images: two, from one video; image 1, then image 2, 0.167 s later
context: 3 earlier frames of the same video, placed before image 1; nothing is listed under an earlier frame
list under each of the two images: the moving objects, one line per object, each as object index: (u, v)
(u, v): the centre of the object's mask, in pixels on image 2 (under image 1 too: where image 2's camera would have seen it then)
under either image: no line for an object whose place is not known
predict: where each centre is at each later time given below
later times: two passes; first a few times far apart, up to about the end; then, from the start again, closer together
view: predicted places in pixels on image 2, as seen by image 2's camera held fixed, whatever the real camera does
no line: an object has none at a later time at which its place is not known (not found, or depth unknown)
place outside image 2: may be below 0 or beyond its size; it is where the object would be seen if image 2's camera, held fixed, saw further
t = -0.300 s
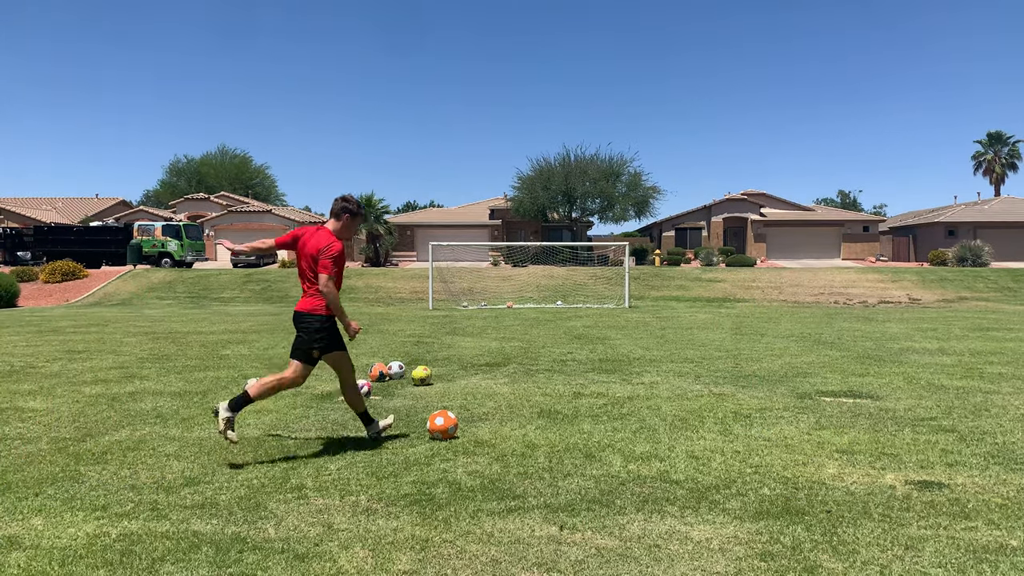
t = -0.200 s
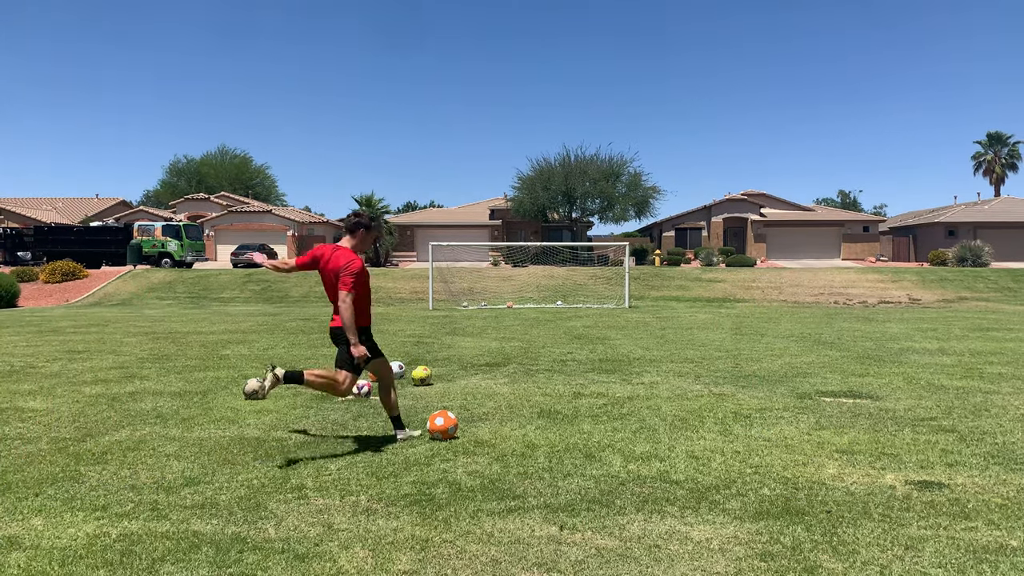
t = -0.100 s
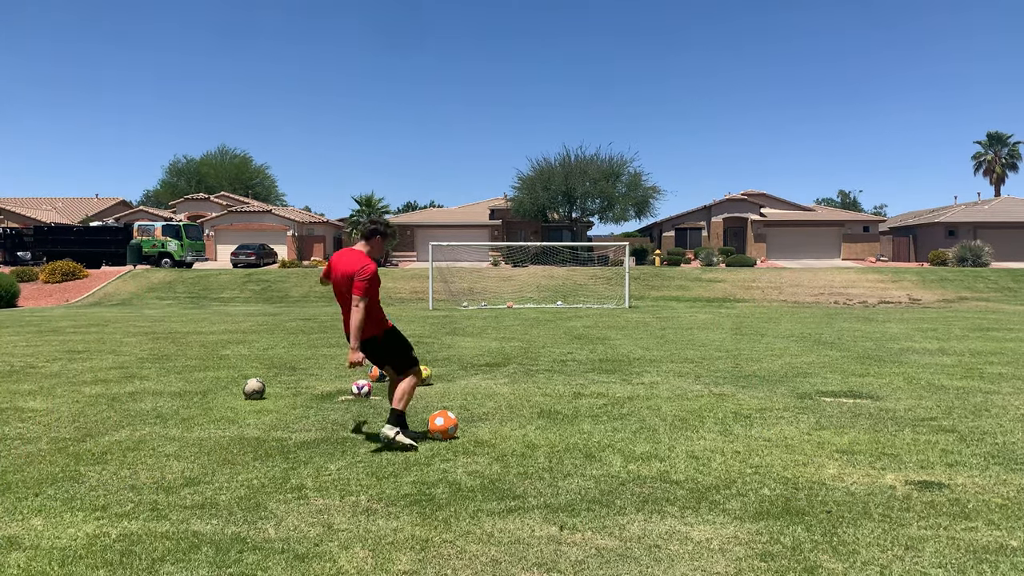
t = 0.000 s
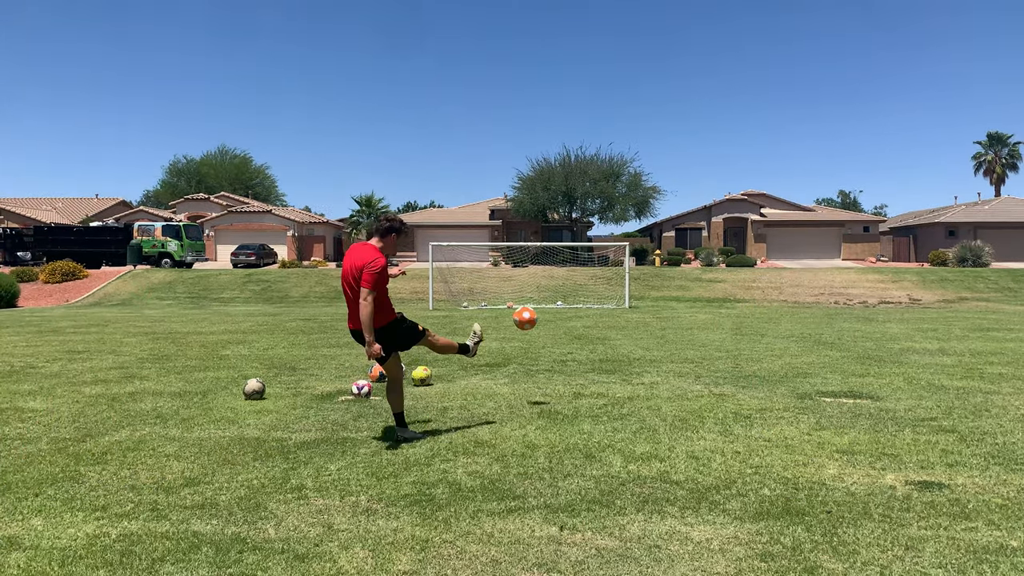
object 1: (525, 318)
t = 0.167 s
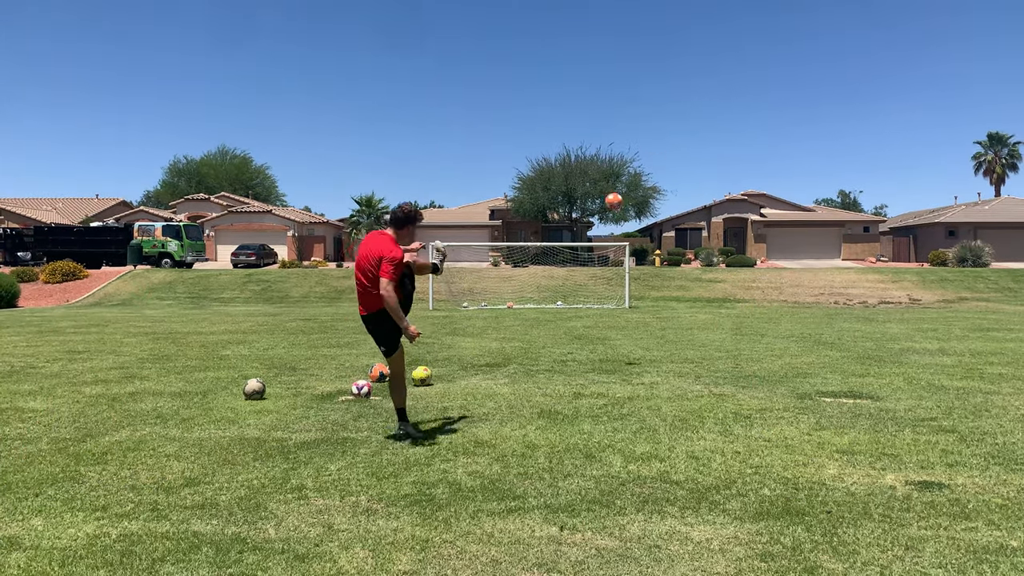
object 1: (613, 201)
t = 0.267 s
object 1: (640, 170)
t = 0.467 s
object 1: (666, 147)
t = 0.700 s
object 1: (676, 154)
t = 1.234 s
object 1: (676, 230)
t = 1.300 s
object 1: (676, 243)
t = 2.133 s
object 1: (676, 243)
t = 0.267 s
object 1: (640, 170)
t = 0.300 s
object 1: (646, 164)
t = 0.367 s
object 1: (655, 154)
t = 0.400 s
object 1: (659, 151)
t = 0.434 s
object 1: (663, 149)
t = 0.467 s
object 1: (666, 147)
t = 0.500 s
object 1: (668, 146)
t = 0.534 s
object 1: (670, 146)
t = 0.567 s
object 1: (671, 147)
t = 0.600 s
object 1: (673, 148)
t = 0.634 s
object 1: (675, 149)
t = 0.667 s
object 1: (676, 152)
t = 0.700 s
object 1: (676, 154)
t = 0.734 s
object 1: (677, 157)
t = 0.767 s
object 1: (677, 161)
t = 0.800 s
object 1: (677, 164)
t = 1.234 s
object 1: (676, 230)
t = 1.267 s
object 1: (677, 236)
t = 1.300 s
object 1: (676, 243)
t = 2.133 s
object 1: (676, 243)
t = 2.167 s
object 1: (677, 243)
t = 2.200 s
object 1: (677, 242)
